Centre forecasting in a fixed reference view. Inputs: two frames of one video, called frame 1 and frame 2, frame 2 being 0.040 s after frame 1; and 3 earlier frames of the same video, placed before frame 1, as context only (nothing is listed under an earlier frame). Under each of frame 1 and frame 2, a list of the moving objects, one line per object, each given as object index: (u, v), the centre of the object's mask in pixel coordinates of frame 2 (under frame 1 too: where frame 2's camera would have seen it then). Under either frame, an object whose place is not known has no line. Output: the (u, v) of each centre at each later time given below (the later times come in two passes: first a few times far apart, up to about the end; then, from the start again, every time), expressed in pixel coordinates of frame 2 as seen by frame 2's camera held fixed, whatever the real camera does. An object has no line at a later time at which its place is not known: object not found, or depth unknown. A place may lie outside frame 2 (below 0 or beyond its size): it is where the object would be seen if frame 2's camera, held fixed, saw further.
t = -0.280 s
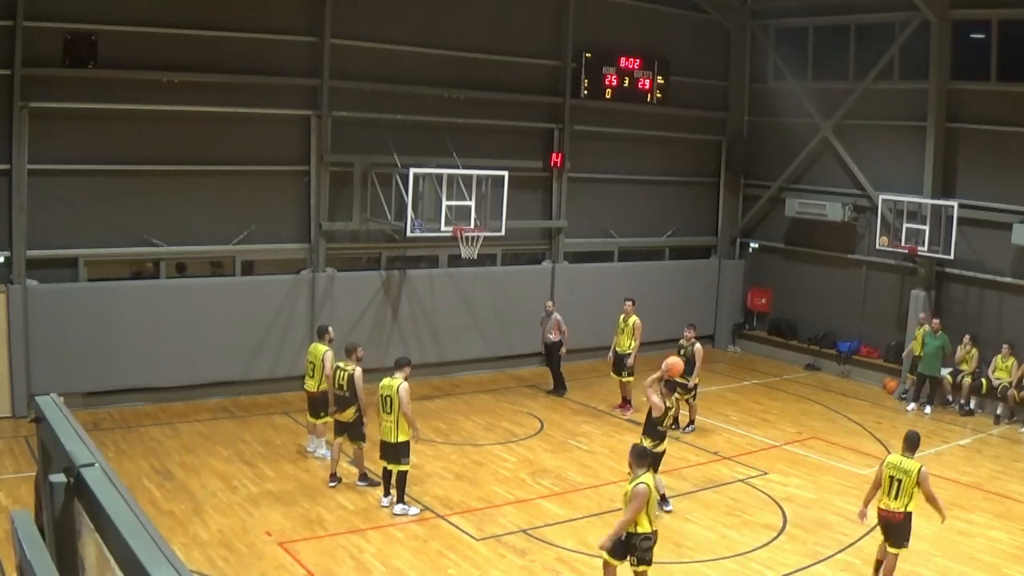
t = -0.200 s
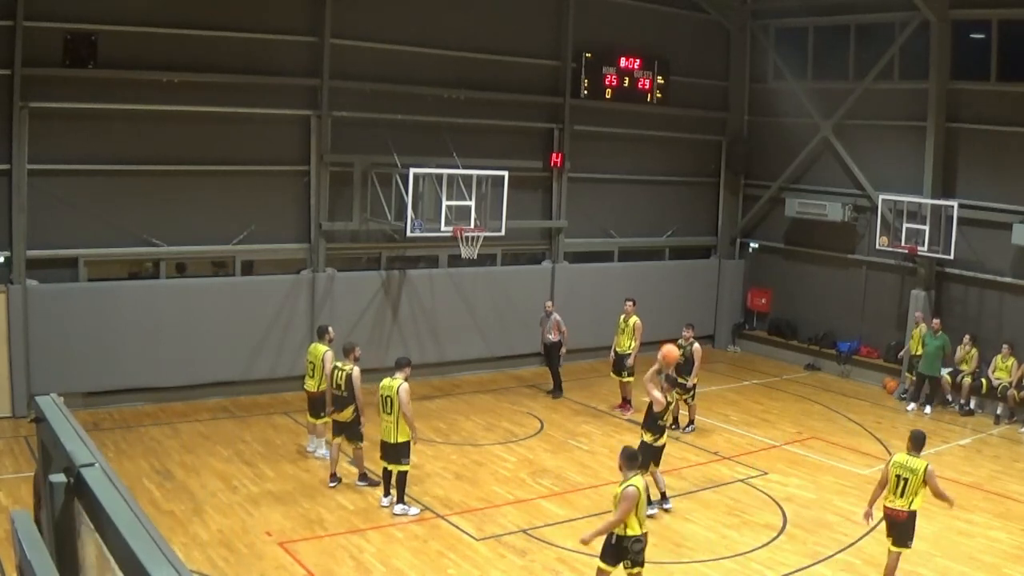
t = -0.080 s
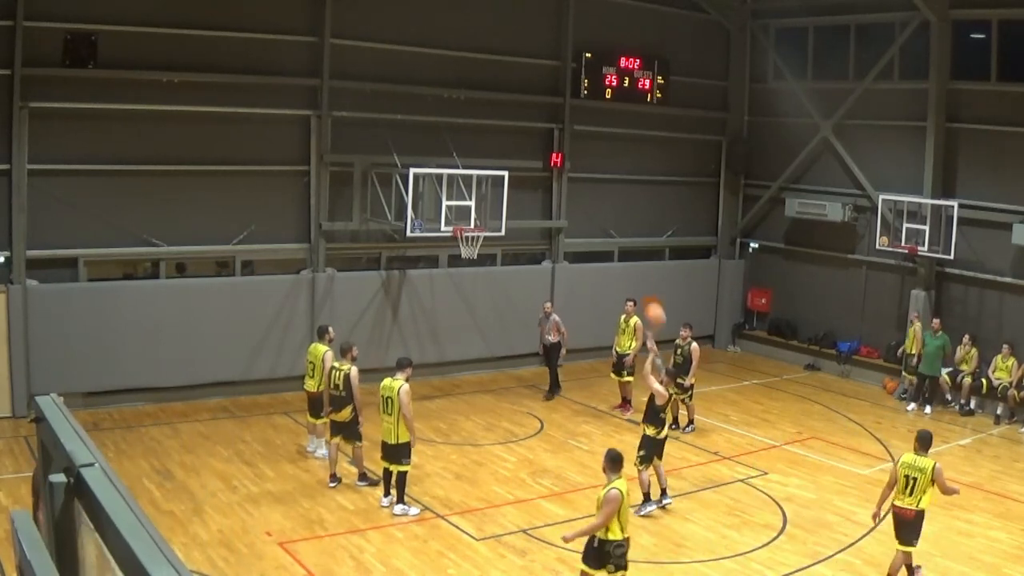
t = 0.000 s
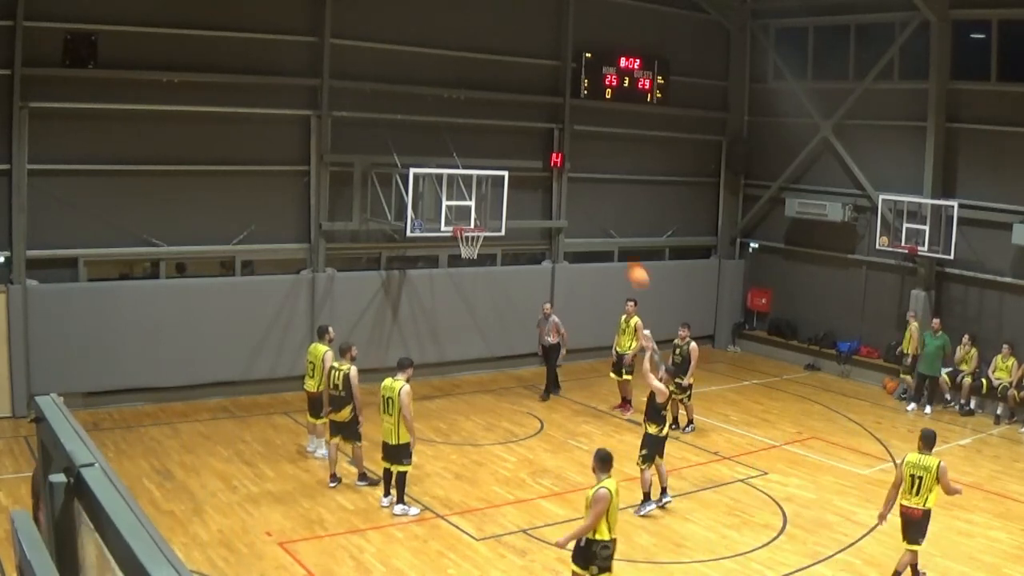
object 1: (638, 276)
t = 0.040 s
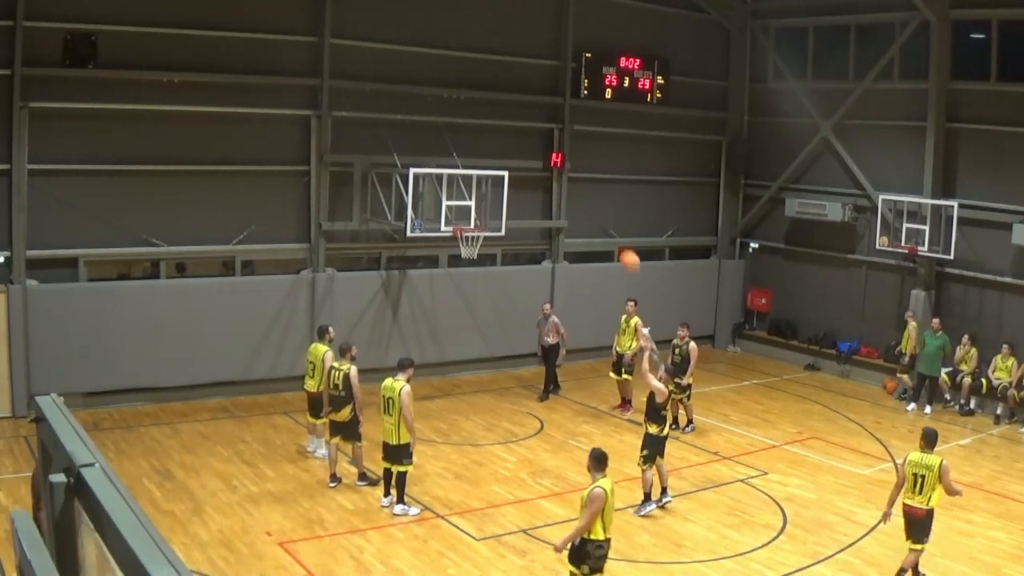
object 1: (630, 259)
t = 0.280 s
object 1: (581, 194)
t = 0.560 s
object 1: (528, 173)
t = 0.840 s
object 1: (480, 206)
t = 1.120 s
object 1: (457, 206)
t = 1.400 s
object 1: (446, 219)
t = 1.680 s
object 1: (446, 265)
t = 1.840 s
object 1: (447, 314)
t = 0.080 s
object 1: (621, 245)
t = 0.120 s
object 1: (612, 230)
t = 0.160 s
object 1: (604, 220)
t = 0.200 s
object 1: (597, 210)
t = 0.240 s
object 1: (589, 202)
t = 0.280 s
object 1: (581, 194)
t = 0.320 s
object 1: (573, 188)
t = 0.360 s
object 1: (566, 182)
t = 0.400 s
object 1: (558, 178)
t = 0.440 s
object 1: (550, 175)
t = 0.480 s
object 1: (542, 174)
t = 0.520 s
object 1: (535, 173)
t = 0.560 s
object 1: (528, 173)
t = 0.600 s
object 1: (521, 175)
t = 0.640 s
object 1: (515, 178)
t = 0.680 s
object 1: (508, 181)
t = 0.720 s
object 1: (500, 186)
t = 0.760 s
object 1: (494, 192)
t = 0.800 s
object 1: (487, 199)
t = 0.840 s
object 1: (480, 206)
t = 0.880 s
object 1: (474, 213)
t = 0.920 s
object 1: (468, 222)
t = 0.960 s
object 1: (465, 217)
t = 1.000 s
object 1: (463, 213)
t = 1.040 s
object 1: (462, 212)
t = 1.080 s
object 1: (460, 208)
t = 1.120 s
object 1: (457, 206)
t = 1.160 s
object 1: (455, 206)
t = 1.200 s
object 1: (453, 207)
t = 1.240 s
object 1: (451, 209)
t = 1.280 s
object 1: (449, 211)
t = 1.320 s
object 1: (446, 214)
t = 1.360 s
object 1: (446, 216)
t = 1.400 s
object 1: (446, 219)
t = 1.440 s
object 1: (446, 222)
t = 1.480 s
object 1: (446, 226)
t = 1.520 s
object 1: (447, 233)
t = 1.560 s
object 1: (447, 240)
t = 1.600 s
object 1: (446, 247)
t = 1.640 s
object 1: (446, 256)
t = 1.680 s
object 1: (446, 265)
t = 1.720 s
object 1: (447, 277)
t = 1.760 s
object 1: (447, 288)
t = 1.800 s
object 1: (447, 301)
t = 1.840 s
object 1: (447, 314)
